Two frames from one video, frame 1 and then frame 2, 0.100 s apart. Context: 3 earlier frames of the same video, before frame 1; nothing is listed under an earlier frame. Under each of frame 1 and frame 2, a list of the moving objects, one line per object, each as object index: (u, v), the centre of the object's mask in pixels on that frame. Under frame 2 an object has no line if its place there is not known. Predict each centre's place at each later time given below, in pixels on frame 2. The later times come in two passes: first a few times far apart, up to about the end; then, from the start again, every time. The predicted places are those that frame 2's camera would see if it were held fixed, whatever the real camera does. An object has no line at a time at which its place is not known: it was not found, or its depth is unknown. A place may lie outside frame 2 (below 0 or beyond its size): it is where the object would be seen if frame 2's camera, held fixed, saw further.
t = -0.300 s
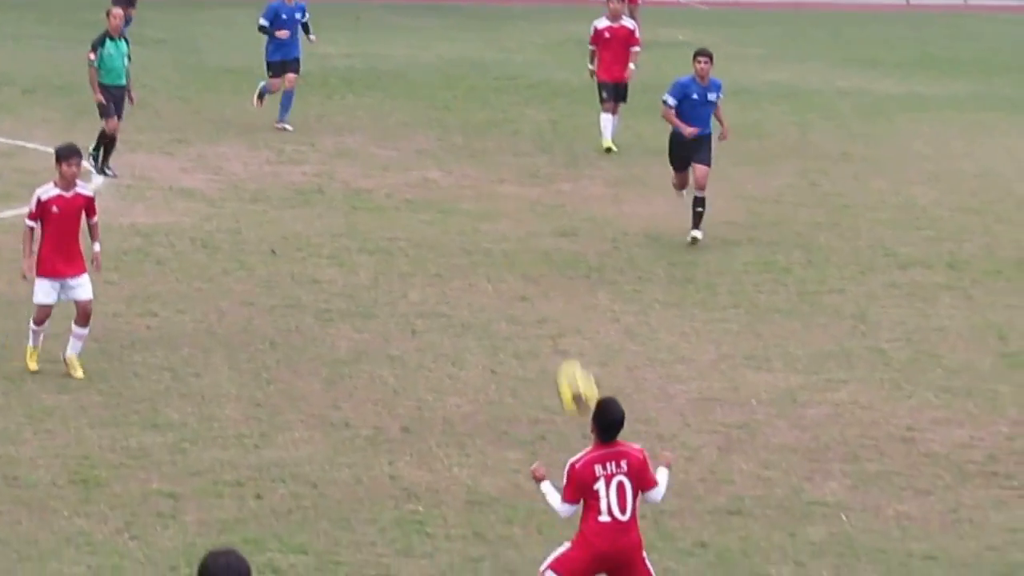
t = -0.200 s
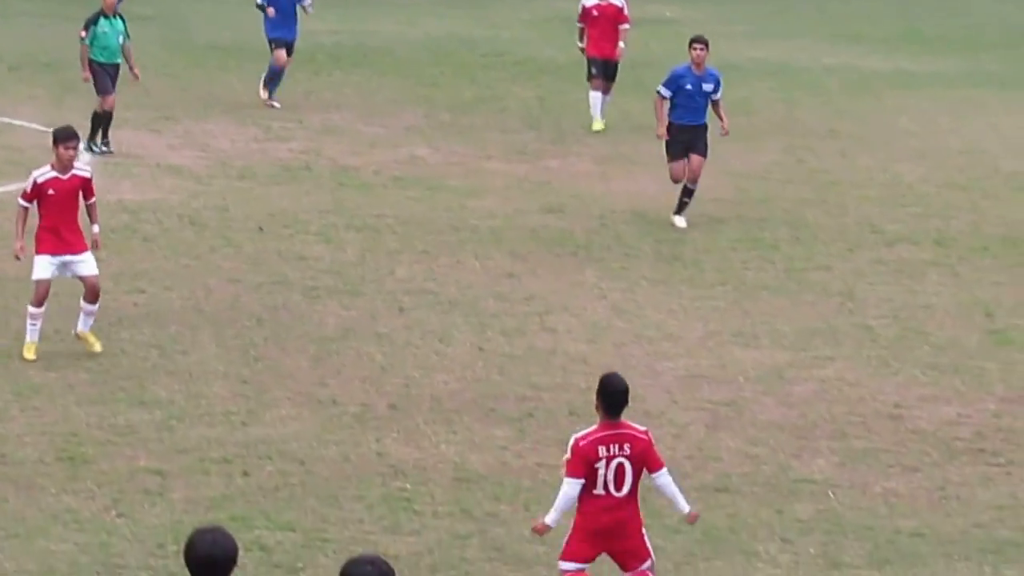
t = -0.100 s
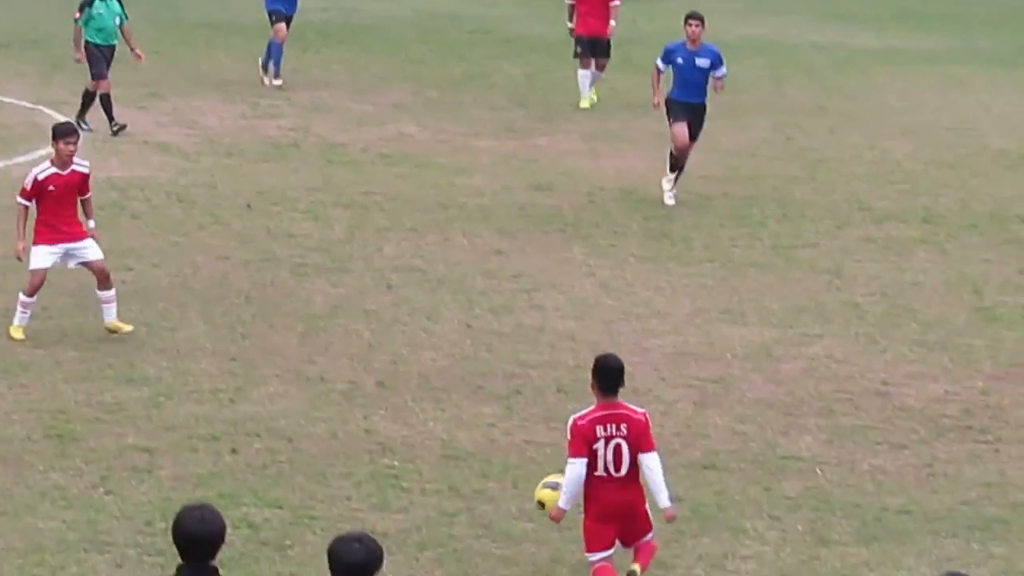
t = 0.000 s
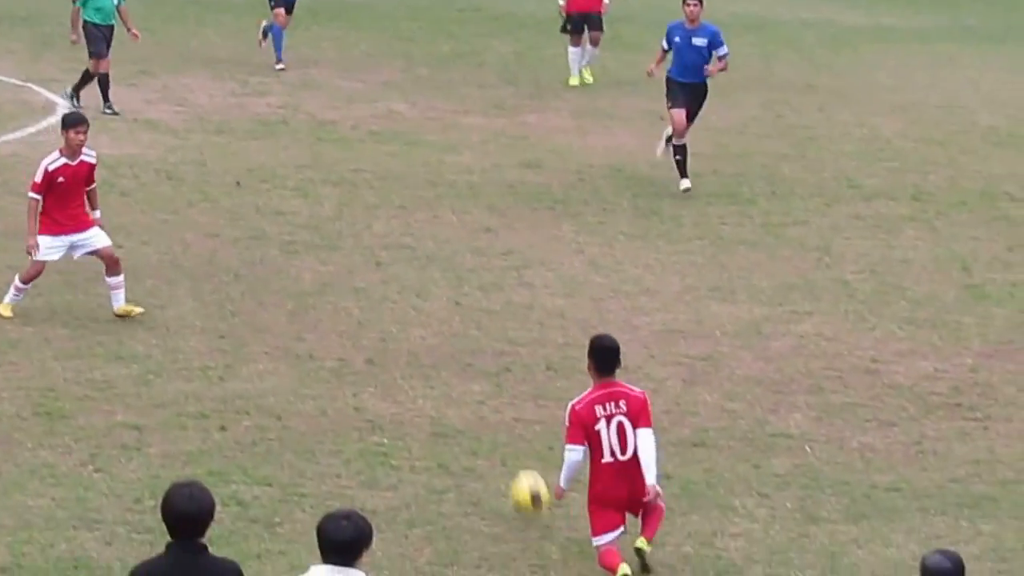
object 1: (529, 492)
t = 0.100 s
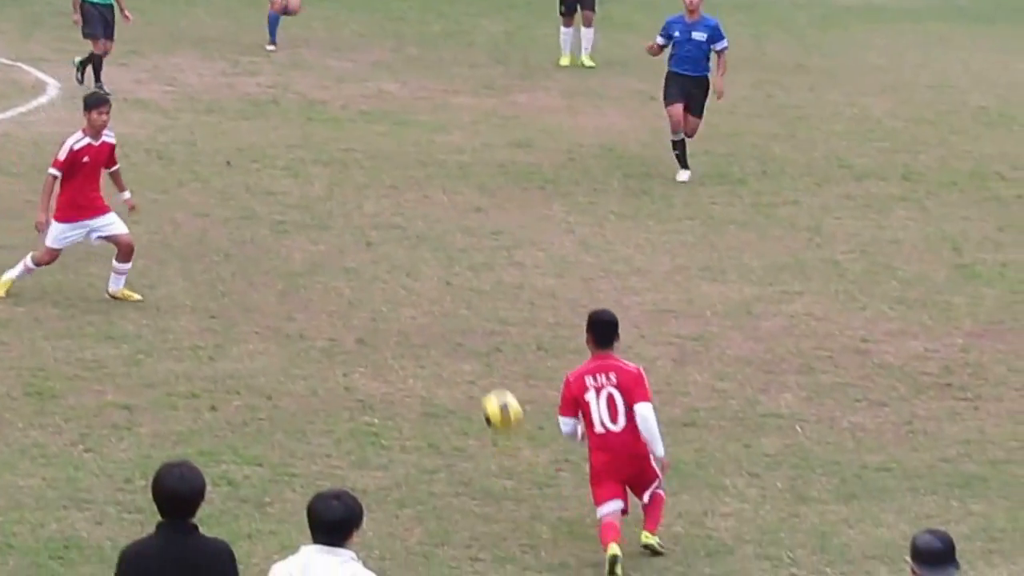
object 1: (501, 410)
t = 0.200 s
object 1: (483, 364)
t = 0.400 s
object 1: (447, 329)
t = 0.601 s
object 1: (410, 360)
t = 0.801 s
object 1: (378, 366)
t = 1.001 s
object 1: (348, 319)
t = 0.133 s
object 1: (495, 393)
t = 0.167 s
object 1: (490, 378)
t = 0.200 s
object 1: (483, 364)
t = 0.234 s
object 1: (477, 354)
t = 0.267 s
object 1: (472, 346)
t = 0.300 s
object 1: (465, 339)
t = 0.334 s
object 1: (459, 334)
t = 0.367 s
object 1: (453, 330)
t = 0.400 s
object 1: (447, 329)
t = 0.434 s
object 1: (441, 331)
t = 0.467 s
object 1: (435, 333)
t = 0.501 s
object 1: (428, 337)
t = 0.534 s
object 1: (423, 343)
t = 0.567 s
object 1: (417, 350)
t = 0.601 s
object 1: (410, 360)
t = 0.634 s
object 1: (405, 371)
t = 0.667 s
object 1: (399, 385)
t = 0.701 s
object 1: (393, 399)
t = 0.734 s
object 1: (387, 398)
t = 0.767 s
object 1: (381, 380)
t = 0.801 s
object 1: (378, 366)
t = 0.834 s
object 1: (372, 353)
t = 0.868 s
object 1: (369, 343)
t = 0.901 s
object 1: (363, 334)
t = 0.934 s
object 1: (358, 327)
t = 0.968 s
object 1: (353, 322)
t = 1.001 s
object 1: (348, 319)
